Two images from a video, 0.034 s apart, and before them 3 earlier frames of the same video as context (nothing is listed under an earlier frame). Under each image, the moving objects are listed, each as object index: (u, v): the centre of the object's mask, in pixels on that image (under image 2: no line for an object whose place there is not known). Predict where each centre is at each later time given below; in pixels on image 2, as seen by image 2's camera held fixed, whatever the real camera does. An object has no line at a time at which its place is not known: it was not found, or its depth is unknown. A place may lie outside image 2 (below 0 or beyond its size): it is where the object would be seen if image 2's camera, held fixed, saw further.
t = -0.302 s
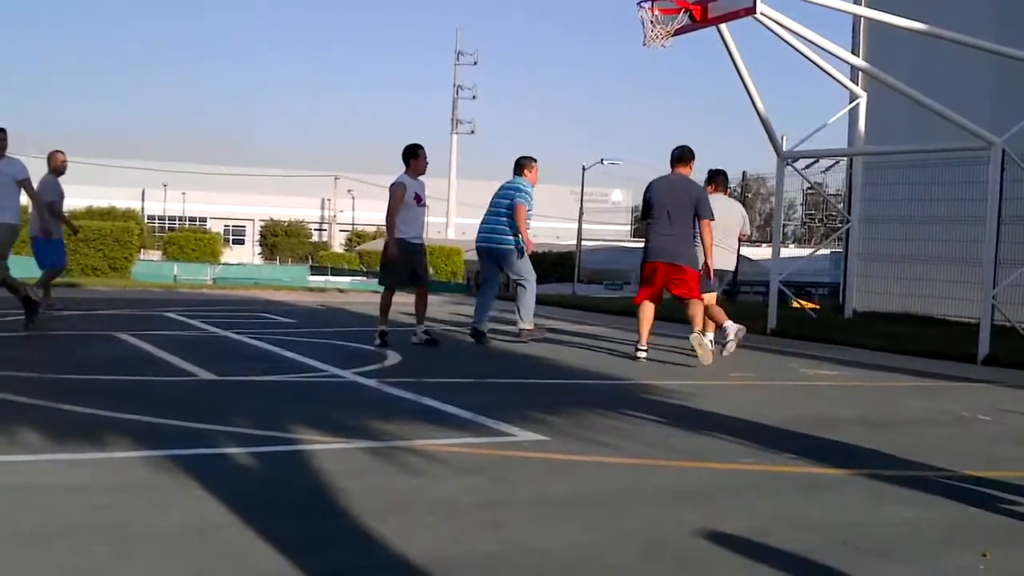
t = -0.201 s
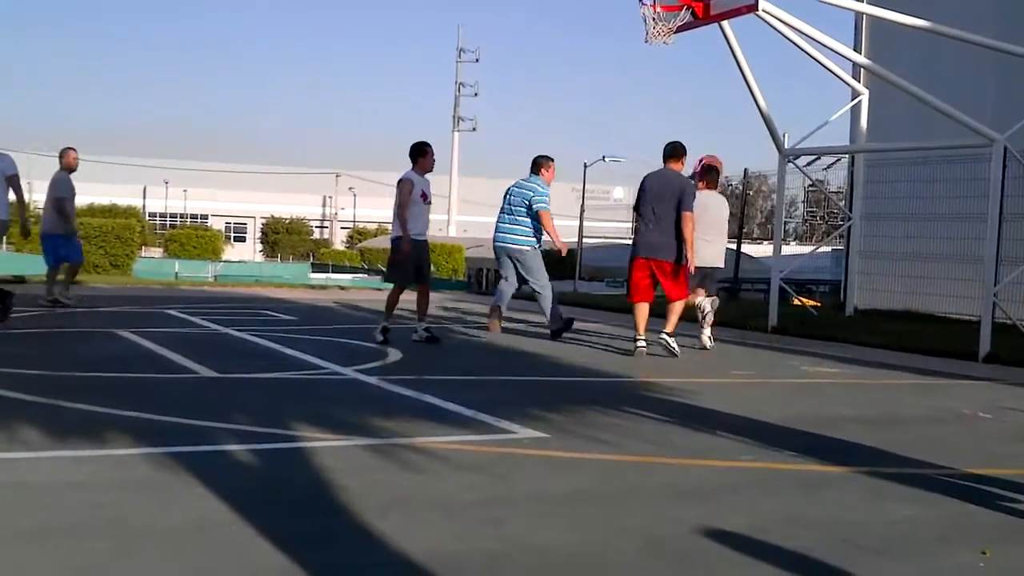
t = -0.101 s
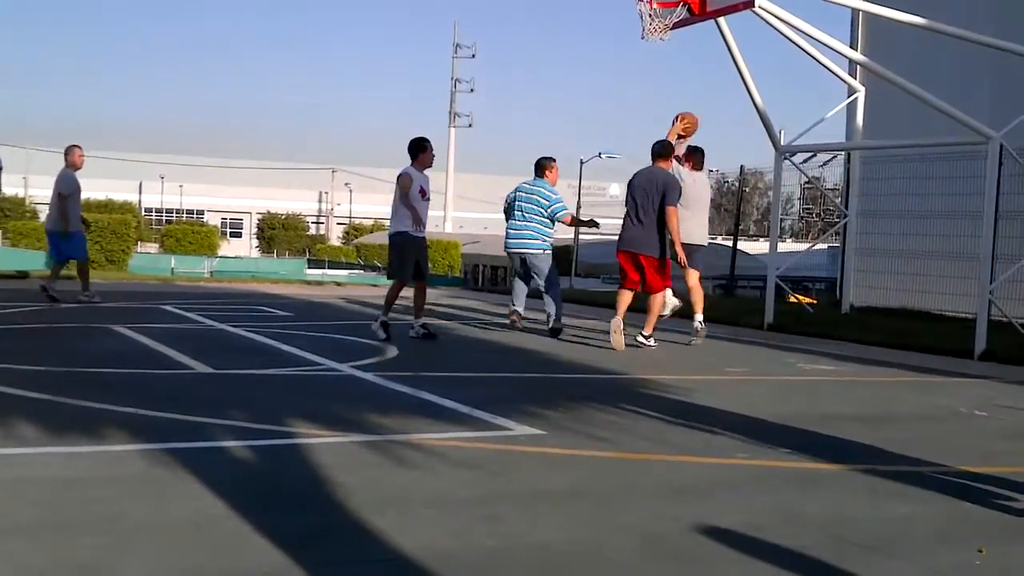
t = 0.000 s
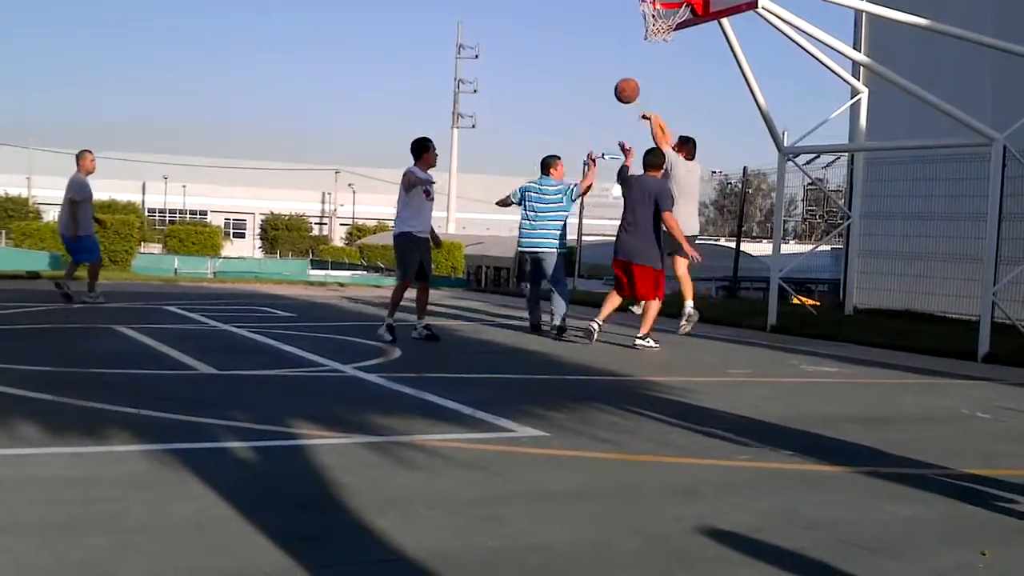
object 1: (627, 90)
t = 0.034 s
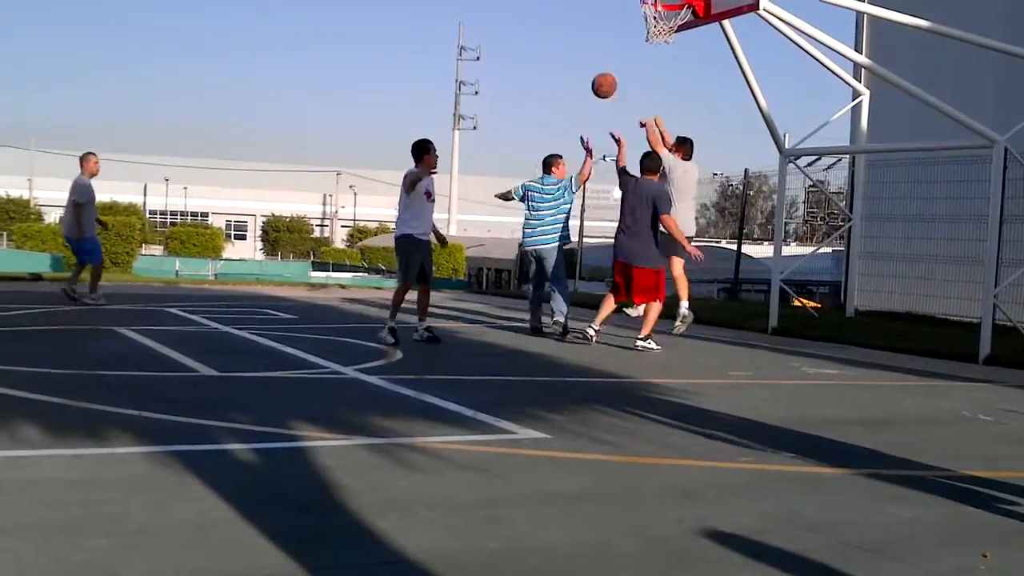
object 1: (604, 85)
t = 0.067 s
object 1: (580, 80)
